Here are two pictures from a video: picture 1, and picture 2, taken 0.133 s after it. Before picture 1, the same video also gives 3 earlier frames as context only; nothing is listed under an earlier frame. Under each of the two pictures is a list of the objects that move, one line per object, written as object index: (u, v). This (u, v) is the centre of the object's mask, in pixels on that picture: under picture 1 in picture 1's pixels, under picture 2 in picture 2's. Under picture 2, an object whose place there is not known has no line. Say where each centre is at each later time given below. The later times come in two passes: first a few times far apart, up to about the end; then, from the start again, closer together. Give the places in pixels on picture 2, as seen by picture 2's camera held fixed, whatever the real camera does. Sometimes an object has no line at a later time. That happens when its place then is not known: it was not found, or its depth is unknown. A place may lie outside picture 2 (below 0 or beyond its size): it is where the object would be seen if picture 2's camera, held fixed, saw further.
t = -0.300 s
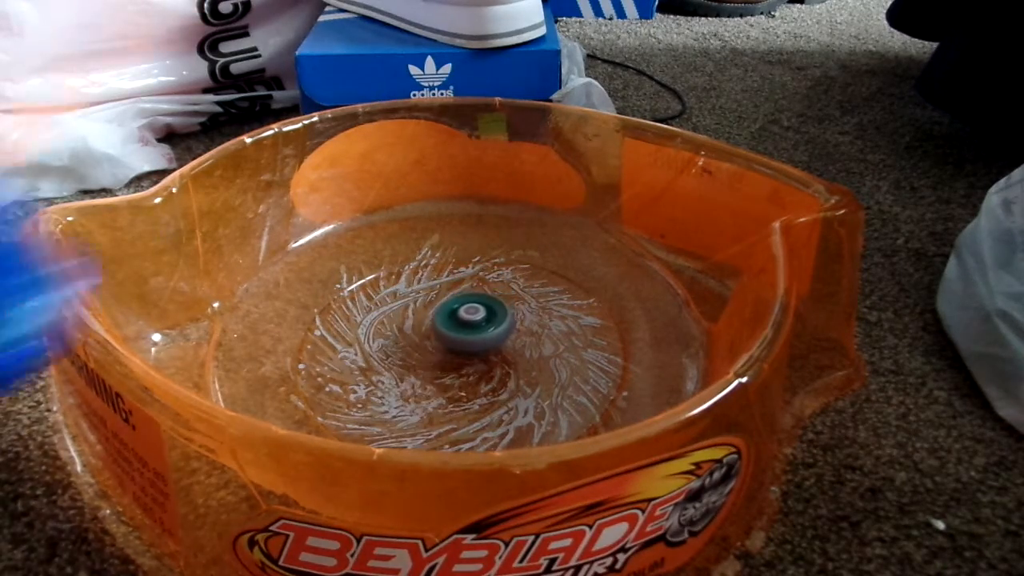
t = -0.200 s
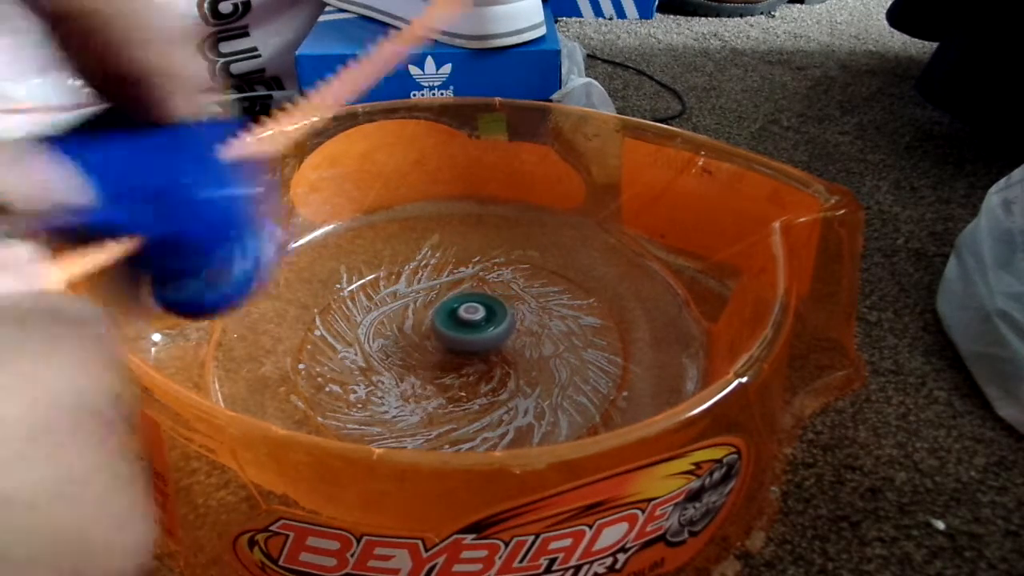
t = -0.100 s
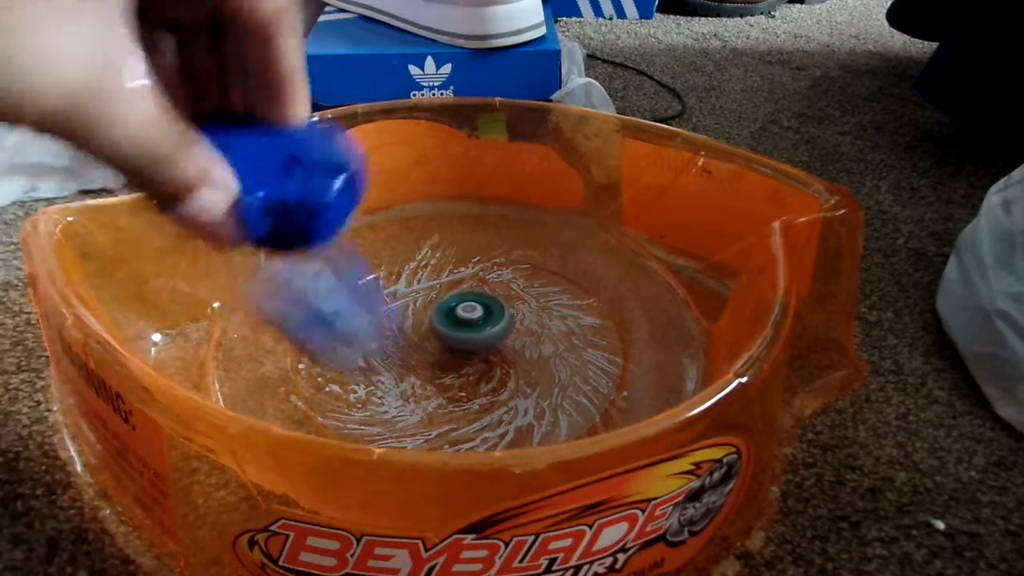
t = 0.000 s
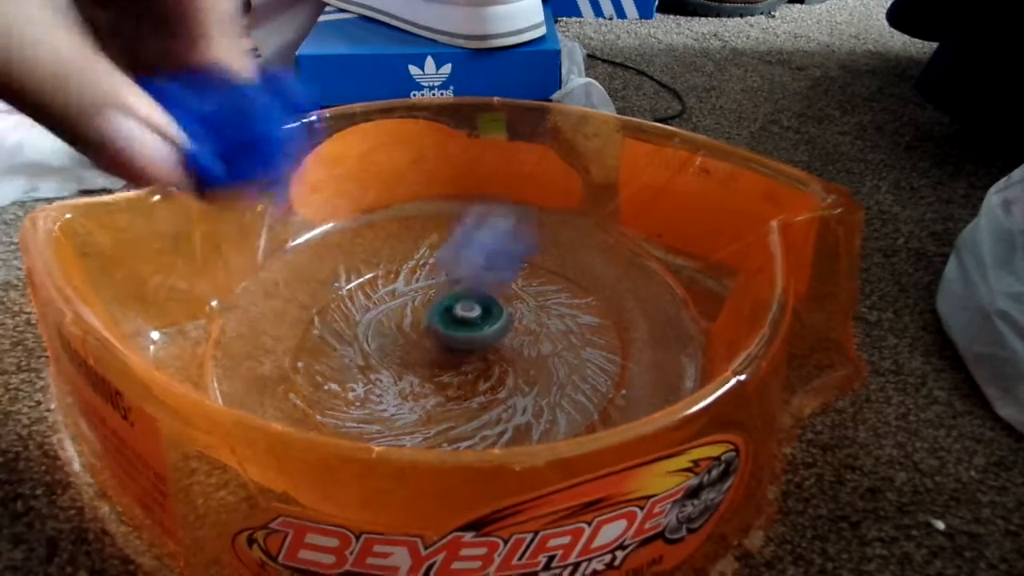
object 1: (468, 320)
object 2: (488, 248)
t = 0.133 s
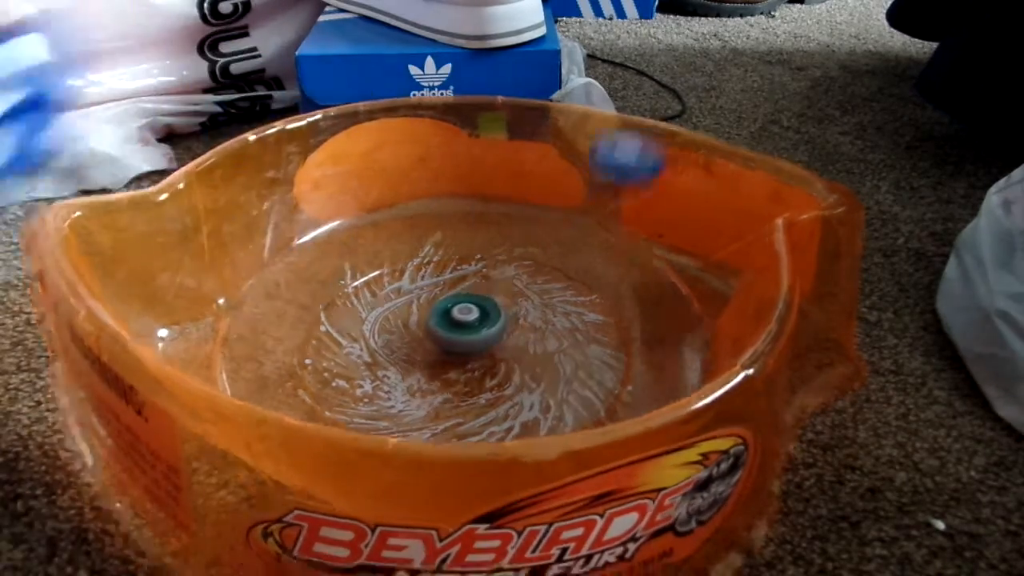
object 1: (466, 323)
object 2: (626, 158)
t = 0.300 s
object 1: (469, 319)
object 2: (530, 259)
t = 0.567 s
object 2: (476, 230)
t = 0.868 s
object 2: (465, 349)
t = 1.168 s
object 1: (525, 398)
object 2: (573, 236)
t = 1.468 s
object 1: (465, 360)
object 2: (359, 294)
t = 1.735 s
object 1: (560, 315)
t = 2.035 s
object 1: (555, 274)
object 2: (625, 316)
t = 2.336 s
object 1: (376, 225)
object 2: (530, 295)
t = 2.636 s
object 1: (384, 302)
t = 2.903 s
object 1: (443, 335)
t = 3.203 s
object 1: (426, 355)
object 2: (490, 295)
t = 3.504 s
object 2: (333, 289)
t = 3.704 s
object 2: (321, 333)
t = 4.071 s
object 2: (498, 300)
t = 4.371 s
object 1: (478, 333)
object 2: (423, 244)
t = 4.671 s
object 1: (510, 321)
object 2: (362, 307)
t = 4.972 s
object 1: (557, 288)
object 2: (490, 334)
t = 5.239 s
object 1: (582, 259)
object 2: (492, 306)
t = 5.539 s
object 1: (536, 279)
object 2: (413, 357)
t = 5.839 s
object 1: (522, 315)
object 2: (508, 376)
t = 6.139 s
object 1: (486, 256)
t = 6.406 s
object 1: (442, 237)
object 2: (511, 363)
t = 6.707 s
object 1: (422, 251)
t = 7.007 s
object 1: (448, 273)
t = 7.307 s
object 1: (483, 270)
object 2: (413, 355)
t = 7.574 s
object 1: (484, 290)
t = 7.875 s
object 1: (498, 299)
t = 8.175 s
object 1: (489, 306)
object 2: (429, 355)
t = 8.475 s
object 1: (508, 288)
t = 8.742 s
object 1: (506, 289)
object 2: (436, 341)
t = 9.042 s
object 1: (497, 300)
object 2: (405, 316)
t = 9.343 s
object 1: (499, 309)
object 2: (401, 333)
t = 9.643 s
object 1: (519, 310)
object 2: (413, 360)
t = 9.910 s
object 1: (545, 306)
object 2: (415, 352)
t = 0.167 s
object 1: (469, 319)
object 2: (615, 194)
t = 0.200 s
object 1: (470, 320)
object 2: (603, 240)
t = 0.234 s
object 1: (469, 319)
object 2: (581, 240)
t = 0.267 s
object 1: (469, 318)
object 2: (556, 244)
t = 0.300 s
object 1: (469, 319)
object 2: (530, 259)
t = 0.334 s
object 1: (468, 317)
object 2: (512, 262)
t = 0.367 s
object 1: (468, 317)
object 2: (500, 268)
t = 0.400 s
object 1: (447, 342)
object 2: (506, 260)
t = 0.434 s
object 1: (416, 376)
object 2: (518, 242)
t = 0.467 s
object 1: (390, 401)
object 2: (515, 230)
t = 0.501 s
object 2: (508, 229)
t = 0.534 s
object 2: (495, 228)
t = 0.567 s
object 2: (476, 230)
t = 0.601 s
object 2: (450, 236)
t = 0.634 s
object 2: (425, 245)
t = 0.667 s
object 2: (409, 257)
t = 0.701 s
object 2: (400, 269)
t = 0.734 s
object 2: (400, 285)
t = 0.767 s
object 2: (406, 302)
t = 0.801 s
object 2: (419, 320)
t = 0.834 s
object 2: (441, 337)
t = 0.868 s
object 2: (465, 349)
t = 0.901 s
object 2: (491, 352)
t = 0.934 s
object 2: (520, 341)
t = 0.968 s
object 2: (547, 331)
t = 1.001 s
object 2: (573, 317)
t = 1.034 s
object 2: (594, 301)
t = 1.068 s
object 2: (606, 284)
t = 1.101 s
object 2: (601, 267)
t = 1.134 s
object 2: (590, 252)
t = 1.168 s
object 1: (525, 398)
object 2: (573, 236)
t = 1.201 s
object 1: (517, 395)
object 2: (553, 222)
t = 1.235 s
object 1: (508, 392)
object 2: (528, 214)
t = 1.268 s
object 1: (501, 388)
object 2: (499, 210)
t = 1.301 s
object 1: (493, 384)
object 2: (471, 214)
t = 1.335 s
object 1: (487, 378)
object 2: (444, 221)
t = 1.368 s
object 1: (481, 373)
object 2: (413, 238)
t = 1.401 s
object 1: (476, 368)
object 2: (387, 257)
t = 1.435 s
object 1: (471, 364)
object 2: (369, 275)
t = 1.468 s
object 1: (465, 360)
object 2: (359, 294)
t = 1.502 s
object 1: (461, 357)
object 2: (355, 319)
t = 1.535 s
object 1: (453, 352)
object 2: (358, 347)
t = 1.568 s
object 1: (473, 347)
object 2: (336, 367)
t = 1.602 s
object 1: (510, 344)
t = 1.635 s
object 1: (533, 338)
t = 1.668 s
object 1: (549, 331)
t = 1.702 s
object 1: (557, 323)
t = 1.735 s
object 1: (560, 315)
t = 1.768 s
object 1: (561, 311)
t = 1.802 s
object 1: (562, 303)
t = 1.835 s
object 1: (563, 299)
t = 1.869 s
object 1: (563, 294)
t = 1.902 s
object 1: (563, 290)
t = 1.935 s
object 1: (562, 287)
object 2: (626, 389)
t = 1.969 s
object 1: (560, 284)
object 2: (636, 364)
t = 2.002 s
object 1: (558, 279)
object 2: (634, 338)
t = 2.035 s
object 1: (555, 274)
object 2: (625, 316)
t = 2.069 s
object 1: (542, 267)
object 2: (621, 302)
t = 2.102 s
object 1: (505, 238)
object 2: (620, 296)
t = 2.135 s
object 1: (473, 218)
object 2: (615, 304)
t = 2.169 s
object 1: (450, 207)
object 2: (605, 313)
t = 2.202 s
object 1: (430, 201)
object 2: (592, 309)
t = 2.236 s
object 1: (411, 204)
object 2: (579, 306)
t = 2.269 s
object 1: (396, 211)
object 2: (564, 299)
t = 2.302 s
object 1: (385, 218)
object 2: (549, 296)
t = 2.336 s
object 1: (376, 225)
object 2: (530, 295)
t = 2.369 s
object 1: (370, 235)
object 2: (512, 298)
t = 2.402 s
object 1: (363, 245)
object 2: (494, 305)
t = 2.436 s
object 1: (360, 256)
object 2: (478, 313)
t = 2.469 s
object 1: (358, 267)
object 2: (465, 323)
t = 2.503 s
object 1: (360, 275)
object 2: (454, 334)
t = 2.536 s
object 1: (364, 283)
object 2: (445, 347)
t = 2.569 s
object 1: (371, 289)
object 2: (439, 361)
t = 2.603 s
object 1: (376, 296)
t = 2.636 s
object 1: (384, 302)
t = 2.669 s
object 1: (391, 309)
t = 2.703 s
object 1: (398, 313)
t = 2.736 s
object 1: (404, 322)
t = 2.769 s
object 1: (412, 326)
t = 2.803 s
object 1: (421, 329)
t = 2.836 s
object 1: (430, 331)
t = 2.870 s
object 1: (437, 334)
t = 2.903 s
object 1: (443, 335)
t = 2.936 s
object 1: (448, 337)
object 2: (562, 369)
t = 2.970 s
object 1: (453, 340)
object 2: (558, 356)
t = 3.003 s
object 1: (458, 341)
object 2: (549, 344)
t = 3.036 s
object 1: (449, 341)
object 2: (548, 332)
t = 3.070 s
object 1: (439, 342)
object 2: (546, 321)
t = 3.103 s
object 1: (431, 344)
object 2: (537, 311)
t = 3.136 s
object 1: (429, 347)
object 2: (525, 303)
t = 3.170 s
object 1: (428, 350)
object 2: (509, 297)
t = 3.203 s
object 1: (426, 355)
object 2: (490, 295)
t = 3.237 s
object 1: (424, 360)
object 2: (470, 296)
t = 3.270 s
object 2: (451, 297)
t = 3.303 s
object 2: (433, 302)
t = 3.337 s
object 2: (415, 309)
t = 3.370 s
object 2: (400, 317)
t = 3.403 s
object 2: (386, 325)
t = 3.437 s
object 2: (366, 313)
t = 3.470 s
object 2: (348, 299)
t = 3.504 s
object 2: (333, 289)
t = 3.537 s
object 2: (327, 286)
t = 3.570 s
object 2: (328, 292)
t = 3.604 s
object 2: (328, 301)
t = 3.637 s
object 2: (325, 310)
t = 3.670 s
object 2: (321, 321)
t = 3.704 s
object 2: (321, 333)
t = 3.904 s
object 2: (433, 357)
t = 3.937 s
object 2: (453, 348)
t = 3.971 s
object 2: (467, 338)
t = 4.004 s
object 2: (479, 328)
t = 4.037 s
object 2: (489, 314)
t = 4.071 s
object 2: (498, 300)
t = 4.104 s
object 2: (503, 287)
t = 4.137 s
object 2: (503, 274)
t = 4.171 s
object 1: (516, 363)
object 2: (499, 264)
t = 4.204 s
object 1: (508, 359)
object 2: (491, 255)
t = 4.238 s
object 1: (501, 353)
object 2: (481, 247)
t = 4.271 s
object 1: (495, 348)
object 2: (470, 240)
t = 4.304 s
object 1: (490, 343)
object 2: (456, 236)
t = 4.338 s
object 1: (485, 338)
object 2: (438, 241)
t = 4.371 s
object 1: (478, 333)
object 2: (423, 244)
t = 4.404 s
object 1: (474, 328)
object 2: (411, 248)
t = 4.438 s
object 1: (469, 324)
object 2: (402, 255)
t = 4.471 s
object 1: (464, 319)
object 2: (395, 264)
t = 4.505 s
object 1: (459, 314)
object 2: (393, 274)
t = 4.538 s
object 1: (462, 313)
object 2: (388, 282)
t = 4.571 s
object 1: (482, 319)
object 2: (374, 283)
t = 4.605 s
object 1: (497, 322)
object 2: (367, 289)
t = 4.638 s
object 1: (504, 322)
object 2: (363, 296)
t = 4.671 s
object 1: (510, 321)
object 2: (362, 307)
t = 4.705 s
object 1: (515, 318)
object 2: (366, 319)
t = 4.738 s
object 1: (519, 315)
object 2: (374, 330)
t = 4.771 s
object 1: (524, 312)
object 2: (386, 338)
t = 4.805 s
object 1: (528, 308)
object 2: (405, 344)
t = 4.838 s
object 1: (534, 304)
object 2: (426, 346)
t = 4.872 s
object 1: (537, 302)
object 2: (446, 345)
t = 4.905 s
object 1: (540, 299)
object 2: (466, 340)
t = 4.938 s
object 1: (545, 297)
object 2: (484, 335)
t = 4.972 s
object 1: (557, 288)
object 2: (490, 334)
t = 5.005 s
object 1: (566, 280)
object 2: (499, 332)
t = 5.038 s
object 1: (570, 277)
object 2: (506, 329)
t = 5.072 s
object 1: (573, 273)
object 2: (512, 324)
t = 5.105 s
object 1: (575, 269)
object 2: (517, 318)
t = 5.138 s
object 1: (575, 267)
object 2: (520, 311)
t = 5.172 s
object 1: (576, 265)
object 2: (520, 306)
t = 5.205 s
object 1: (581, 259)
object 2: (507, 304)
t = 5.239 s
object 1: (582, 259)
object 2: (492, 306)
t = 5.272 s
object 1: (579, 259)
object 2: (481, 308)
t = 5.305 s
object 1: (573, 261)
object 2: (470, 311)
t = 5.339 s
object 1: (565, 263)
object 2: (457, 316)
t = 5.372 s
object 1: (558, 263)
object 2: (446, 321)
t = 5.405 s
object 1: (554, 266)
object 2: (437, 326)
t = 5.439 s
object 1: (549, 267)
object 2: (428, 332)
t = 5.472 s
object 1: (544, 270)
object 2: (420, 340)
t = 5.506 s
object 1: (540, 274)
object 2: (416, 348)
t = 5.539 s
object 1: (536, 279)
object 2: (413, 357)
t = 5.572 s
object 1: (534, 282)
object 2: (413, 366)
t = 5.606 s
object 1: (533, 286)
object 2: (418, 375)
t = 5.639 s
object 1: (531, 291)
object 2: (426, 381)
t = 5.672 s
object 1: (530, 295)
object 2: (441, 384)
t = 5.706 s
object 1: (529, 299)
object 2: (456, 386)
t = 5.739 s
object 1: (527, 305)
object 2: (471, 384)
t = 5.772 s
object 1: (526, 309)
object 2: (485, 381)
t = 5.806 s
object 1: (525, 314)
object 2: (499, 376)
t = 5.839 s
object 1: (522, 315)
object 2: (508, 376)
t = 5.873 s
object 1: (522, 311)
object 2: (513, 378)
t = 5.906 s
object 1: (522, 310)
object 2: (518, 379)
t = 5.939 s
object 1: (521, 312)
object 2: (521, 377)
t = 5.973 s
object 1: (517, 314)
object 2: (523, 374)
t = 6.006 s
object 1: (513, 308)
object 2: (524, 377)
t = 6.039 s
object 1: (509, 289)
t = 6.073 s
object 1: (501, 272)
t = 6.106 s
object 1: (494, 263)
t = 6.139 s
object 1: (486, 256)
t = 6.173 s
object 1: (480, 253)
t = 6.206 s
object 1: (472, 250)
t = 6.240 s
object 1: (467, 248)
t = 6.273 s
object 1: (460, 245)
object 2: (546, 385)
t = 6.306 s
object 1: (455, 243)
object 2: (542, 377)
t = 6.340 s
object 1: (450, 241)
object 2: (534, 371)
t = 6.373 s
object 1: (445, 239)
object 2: (524, 366)
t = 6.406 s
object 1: (442, 237)
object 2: (511, 363)
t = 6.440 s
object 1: (437, 237)
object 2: (496, 360)
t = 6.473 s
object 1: (431, 242)
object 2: (481, 360)
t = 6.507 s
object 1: (425, 246)
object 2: (464, 359)
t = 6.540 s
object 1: (422, 248)
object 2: (446, 361)
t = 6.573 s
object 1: (420, 249)
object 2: (428, 363)
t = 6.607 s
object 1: (419, 250)
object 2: (411, 366)
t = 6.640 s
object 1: (419, 250)
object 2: (394, 369)
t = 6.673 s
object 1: (420, 251)
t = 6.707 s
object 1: (422, 251)
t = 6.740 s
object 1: (424, 253)
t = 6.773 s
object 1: (427, 255)
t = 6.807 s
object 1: (429, 257)
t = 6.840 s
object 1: (432, 260)
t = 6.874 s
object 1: (435, 263)
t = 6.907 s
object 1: (437, 265)
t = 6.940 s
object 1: (441, 268)
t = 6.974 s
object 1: (444, 270)
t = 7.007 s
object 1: (448, 273)
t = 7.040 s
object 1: (450, 276)
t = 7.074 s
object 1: (453, 279)
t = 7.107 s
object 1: (456, 283)
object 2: (460, 356)
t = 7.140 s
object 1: (460, 285)
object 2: (458, 344)
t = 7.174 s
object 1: (464, 279)
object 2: (450, 347)
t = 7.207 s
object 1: (471, 271)
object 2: (441, 352)
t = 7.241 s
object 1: (476, 267)
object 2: (431, 354)
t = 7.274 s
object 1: (481, 268)
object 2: (422, 355)
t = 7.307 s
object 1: (483, 270)
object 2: (413, 355)
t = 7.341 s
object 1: (484, 272)
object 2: (406, 356)
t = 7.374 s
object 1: (484, 274)
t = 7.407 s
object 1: (484, 276)
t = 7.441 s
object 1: (484, 279)
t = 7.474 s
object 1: (484, 281)
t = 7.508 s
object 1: (484, 284)
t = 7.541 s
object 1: (483, 287)
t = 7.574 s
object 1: (484, 290)
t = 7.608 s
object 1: (483, 293)
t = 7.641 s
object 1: (483, 296)
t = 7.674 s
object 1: (483, 300)
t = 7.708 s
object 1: (482, 303)
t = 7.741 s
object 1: (482, 305)
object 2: (432, 355)
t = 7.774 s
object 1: (488, 303)
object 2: (428, 357)
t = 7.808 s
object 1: (493, 299)
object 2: (421, 358)
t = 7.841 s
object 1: (497, 299)
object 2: (419, 359)
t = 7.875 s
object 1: (498, 299)
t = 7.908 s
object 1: (498, 300)
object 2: (416, 360)
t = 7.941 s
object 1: (498, 300)
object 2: (417, 361)
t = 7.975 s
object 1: (497, 301)
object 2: (418, 361)
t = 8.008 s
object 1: (496, 302)
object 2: (419, 362)
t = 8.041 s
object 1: (496, 302)
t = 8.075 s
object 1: (494, 303)
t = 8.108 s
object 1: (493, 305)
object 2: (423, 359)
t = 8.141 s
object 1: (491, 306)
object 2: (426, 358)
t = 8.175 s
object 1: (489, 306)
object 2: (429, 355)
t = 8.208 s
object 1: (489, 306)
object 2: (430, 354)
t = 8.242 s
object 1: (498, 301)
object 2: (419, 359)
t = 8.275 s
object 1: (504, 295)
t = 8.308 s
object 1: (507, 293)
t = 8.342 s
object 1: (508, 291)
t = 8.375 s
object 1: (508, 290)
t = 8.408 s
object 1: (508, 289)
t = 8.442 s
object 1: (508, 288)
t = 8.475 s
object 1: (508, 288)
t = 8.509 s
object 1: (507, 288)
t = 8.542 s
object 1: (507, 288)
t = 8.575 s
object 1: (507, 288)
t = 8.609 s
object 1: (507, 288)
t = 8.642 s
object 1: (507, 288)
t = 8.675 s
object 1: (507, 289)
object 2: (439, 350)
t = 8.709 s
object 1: (506, 289)
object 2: (438, 345)
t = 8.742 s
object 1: (506, 289)
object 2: (436, 341)
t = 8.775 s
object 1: (505, 290)
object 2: (435, 336)
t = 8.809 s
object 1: (504, 291)
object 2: (432, 332)
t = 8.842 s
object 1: (504, 292)
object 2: (429, 328)
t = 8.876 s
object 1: (503, 293)
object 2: (425, 322)
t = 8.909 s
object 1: (502, 294)
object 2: (422, 320)
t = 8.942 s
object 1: (501, 296)
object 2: (417, 318)
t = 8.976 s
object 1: (499, 297)
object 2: (413, 316)
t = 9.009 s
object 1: (498, 298)
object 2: (409, 315)
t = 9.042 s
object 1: (497, 300)
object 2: (405, 316)
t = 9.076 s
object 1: (495, 301)
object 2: (403, 317)
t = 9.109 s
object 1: (493, 303)
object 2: (401, 320)
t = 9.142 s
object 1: (491, 304)
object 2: (402, 321)
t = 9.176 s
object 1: (489, 306)
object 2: (403, 323)
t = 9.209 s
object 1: (487, 307)
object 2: (406, 326)
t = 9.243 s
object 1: (488, 308)
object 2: (406, 328)
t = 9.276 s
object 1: (489, 309)
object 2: (406, 329)
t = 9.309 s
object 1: (489, 310)
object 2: (408, 330)
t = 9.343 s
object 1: (499, 309)
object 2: (401, 333)
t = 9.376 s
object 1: (508, 309)
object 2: (393, 337)
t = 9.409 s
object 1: (513, 308)
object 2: (388, 341)
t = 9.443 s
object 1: (515, 309)
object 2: (385, 345)
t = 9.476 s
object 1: (516, 309)
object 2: (385, 349)
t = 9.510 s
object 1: (517, 309)
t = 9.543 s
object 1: (518, 309)
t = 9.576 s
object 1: (518, 309)
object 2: (399, 358)
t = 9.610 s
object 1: (518, 310)
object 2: (406, 360)
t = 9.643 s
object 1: (519, 310)
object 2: (413, 360)
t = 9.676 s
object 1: (519, 311)
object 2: (420, 359)
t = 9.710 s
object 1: (519, 312)
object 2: (427, 357)
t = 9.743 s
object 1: (519, 312)
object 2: (435, 354)
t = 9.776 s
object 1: (518, 313)
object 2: (442, 350)
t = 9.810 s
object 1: (519, 313)
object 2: (446, 347)
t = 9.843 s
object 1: (531, 310)
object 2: (435, 349)
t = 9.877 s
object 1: (541, 307)
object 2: (424, 350)
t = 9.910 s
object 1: (545, 306)
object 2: (415, 352)
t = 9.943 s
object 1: (546, 305)
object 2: (408, 354)
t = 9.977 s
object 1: (547, 304)
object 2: (404, 356)
